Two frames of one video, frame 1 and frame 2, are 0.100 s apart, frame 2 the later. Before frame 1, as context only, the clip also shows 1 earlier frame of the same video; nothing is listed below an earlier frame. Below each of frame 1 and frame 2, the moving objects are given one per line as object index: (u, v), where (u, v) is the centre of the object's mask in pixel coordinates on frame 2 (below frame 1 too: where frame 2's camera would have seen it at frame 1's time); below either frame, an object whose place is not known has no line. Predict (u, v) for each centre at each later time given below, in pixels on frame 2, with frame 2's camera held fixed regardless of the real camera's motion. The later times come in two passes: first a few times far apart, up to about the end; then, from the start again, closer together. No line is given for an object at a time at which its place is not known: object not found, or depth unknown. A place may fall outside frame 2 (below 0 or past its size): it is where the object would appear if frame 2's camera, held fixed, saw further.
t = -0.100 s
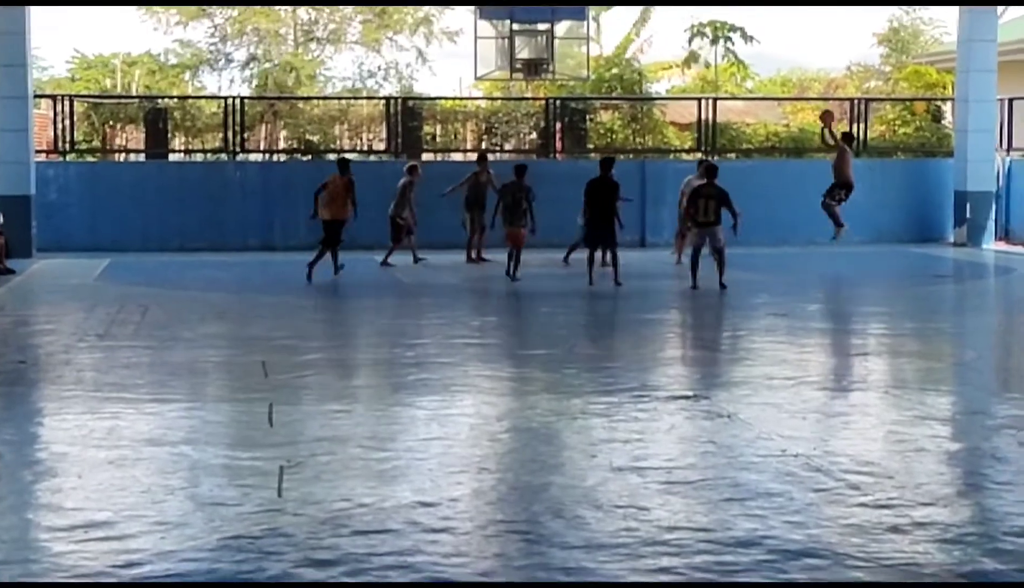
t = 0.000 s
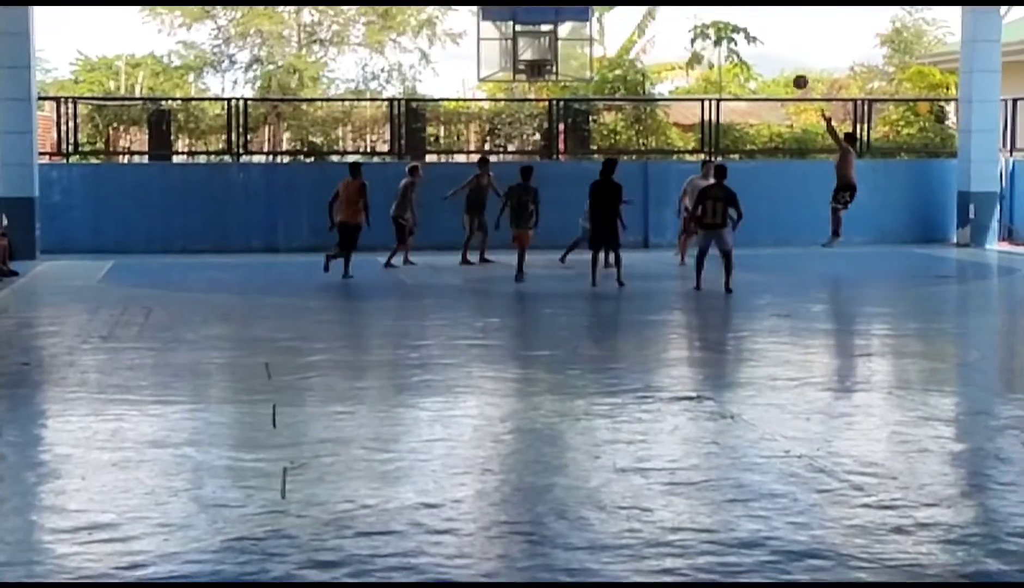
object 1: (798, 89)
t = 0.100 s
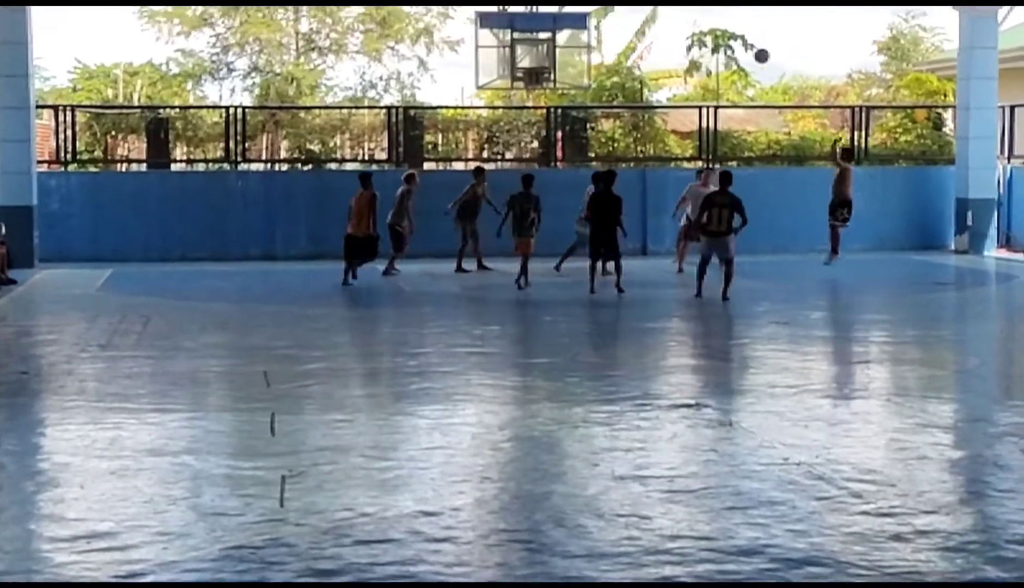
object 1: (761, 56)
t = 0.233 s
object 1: (727, 33)
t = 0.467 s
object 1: (656, 13)
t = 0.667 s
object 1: (601, 26)
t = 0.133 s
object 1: (755, 52)
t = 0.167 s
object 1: (746, 45)
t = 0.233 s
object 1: (727, 33)
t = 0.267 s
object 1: (716, 28)
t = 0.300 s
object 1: (706, 24)
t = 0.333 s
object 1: (696, 20)
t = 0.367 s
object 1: (686, 17)
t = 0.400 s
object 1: (677, 15)
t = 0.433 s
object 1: (666, 14)
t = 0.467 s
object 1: (656, 13)
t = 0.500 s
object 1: (647, 15)
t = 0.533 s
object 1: (639, 15)
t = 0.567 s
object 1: (629, 16)
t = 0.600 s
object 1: (619, 19)
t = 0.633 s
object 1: (610, 22)
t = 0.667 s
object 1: (601, 26)
